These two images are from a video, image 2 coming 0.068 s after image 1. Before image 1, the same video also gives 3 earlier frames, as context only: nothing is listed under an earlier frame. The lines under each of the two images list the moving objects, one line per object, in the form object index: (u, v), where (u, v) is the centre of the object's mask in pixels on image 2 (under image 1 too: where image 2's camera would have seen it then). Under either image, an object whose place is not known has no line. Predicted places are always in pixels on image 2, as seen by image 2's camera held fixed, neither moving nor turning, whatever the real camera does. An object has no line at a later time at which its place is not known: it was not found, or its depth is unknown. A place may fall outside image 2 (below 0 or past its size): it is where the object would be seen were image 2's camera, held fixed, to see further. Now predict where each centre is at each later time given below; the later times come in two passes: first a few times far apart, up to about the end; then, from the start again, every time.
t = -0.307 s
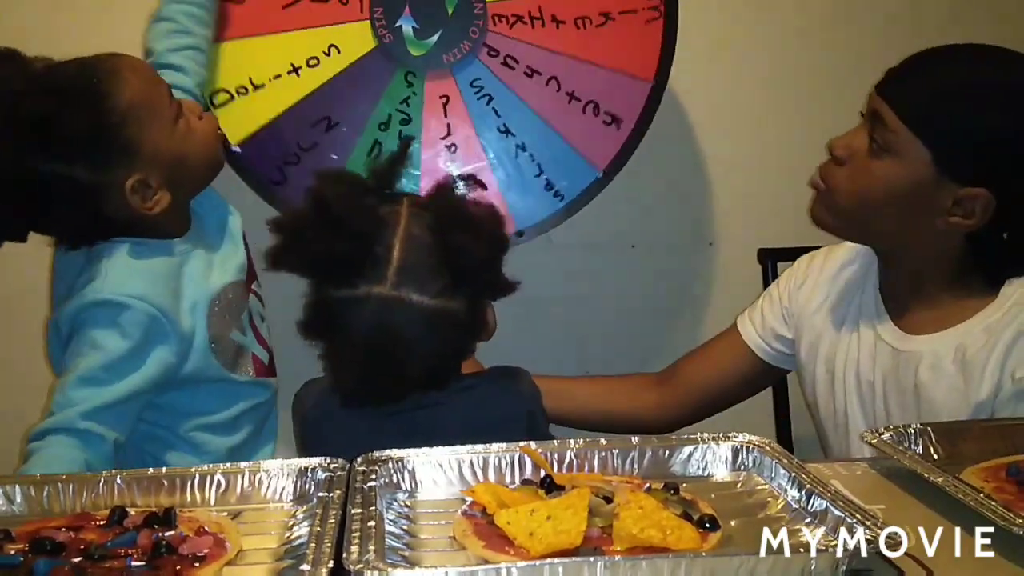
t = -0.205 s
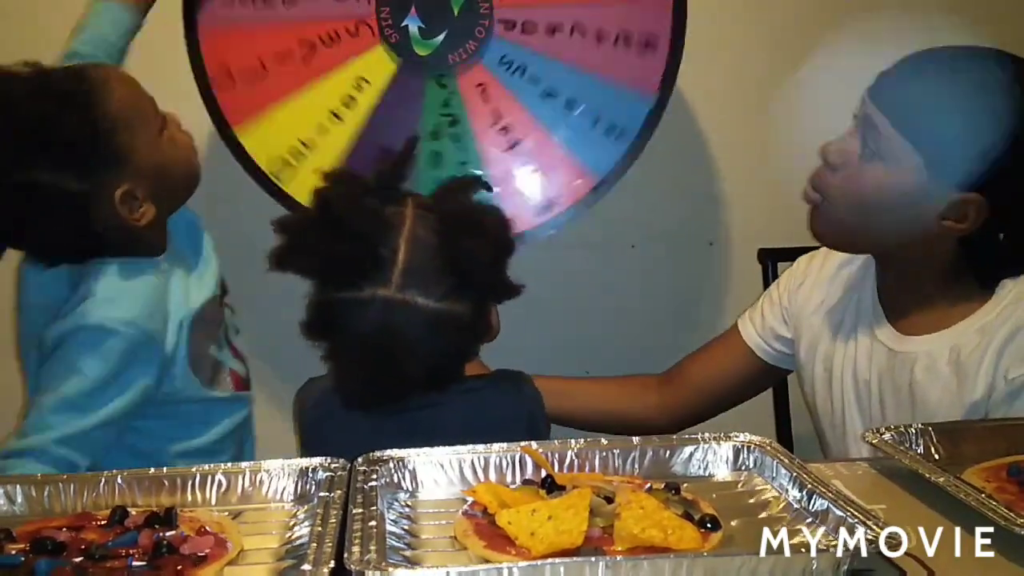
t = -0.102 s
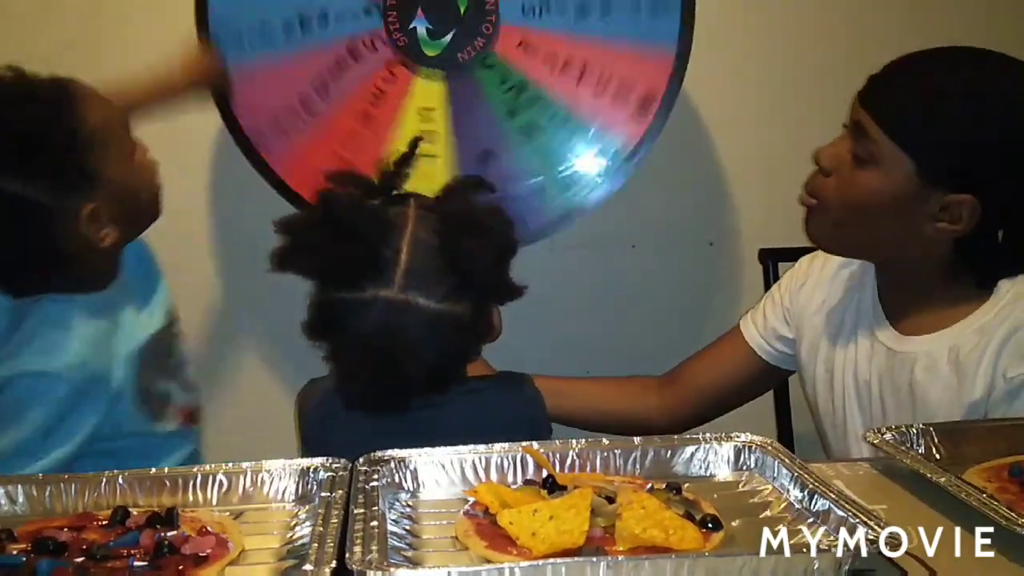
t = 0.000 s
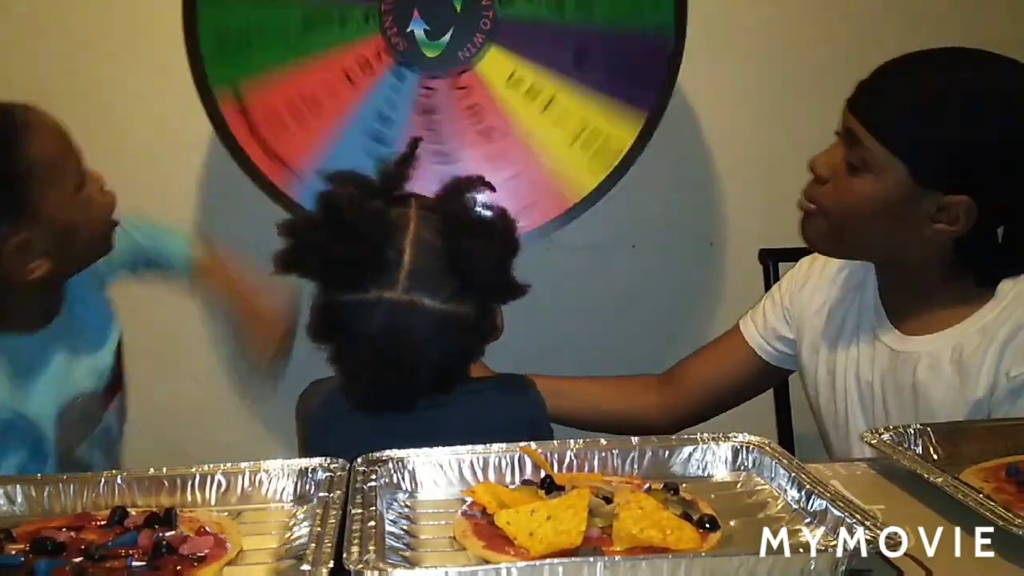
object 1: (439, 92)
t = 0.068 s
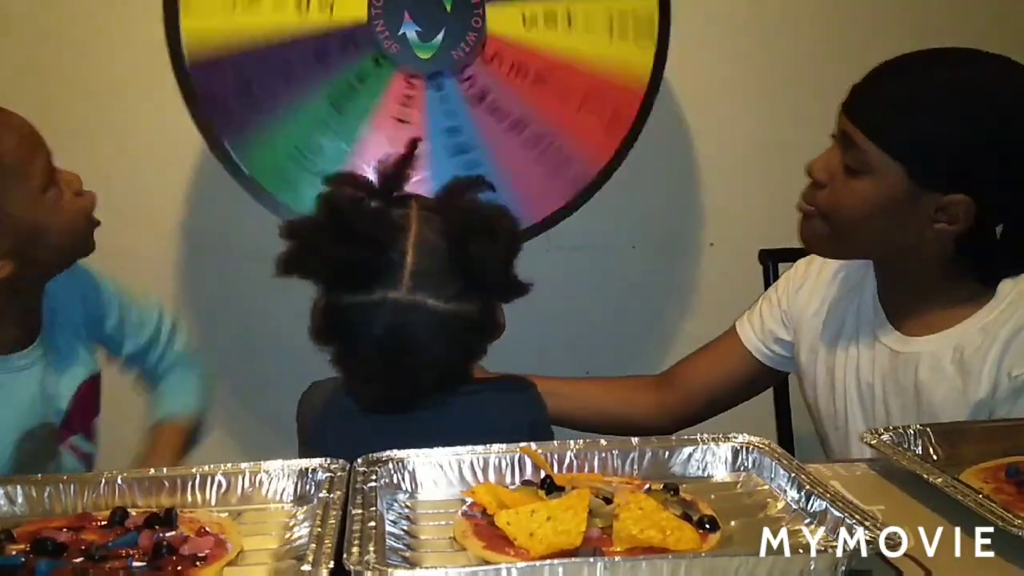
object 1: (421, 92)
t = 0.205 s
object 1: (422, 91)
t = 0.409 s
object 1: (423, 90)
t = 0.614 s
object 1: (424, 90)
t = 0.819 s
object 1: (423, 89)
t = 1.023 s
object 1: (423, 86)
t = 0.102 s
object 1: (417, 92)
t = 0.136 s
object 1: (416, 92)
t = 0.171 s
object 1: (418, 91)
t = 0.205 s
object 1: (422, 91)
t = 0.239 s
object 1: (426, 91)
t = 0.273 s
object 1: (429, 91)
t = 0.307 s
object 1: (428, 90)
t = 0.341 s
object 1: (426, 90)
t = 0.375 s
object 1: (424, 90)
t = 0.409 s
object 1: (423, 90)
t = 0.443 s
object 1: (422, 90)
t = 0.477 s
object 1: (423, 90)
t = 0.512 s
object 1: (424, 90)
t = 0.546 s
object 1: (424, 90)
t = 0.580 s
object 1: (425, 90)
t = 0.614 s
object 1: (424, 90)
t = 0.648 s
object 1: (423, 90)
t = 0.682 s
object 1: (422, 90)
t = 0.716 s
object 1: (421, 89)
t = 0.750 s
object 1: (422, 89)
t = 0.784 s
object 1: (422, 89)
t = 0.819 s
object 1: (423, 89)
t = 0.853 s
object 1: (423, 89)
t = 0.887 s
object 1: (423, 88)
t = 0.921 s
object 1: (423, 88)
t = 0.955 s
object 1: (422, 88)
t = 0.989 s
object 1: (422, 87)
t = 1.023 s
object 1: (423, 86)
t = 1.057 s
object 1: (425, 86)
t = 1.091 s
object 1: (426, 86)
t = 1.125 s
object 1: (427, 87)
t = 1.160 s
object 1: (427, 87)
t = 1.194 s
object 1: (427, 87)
